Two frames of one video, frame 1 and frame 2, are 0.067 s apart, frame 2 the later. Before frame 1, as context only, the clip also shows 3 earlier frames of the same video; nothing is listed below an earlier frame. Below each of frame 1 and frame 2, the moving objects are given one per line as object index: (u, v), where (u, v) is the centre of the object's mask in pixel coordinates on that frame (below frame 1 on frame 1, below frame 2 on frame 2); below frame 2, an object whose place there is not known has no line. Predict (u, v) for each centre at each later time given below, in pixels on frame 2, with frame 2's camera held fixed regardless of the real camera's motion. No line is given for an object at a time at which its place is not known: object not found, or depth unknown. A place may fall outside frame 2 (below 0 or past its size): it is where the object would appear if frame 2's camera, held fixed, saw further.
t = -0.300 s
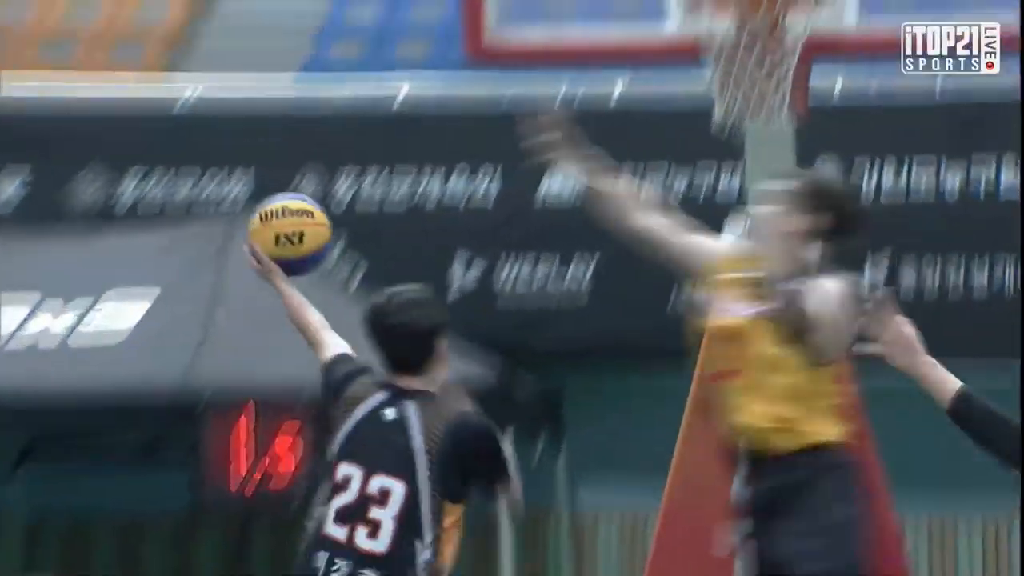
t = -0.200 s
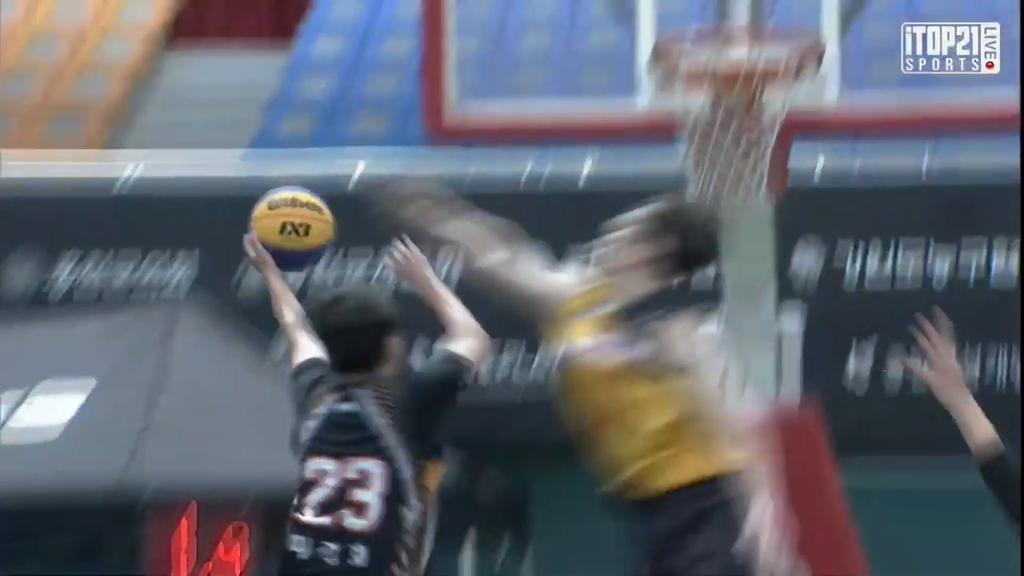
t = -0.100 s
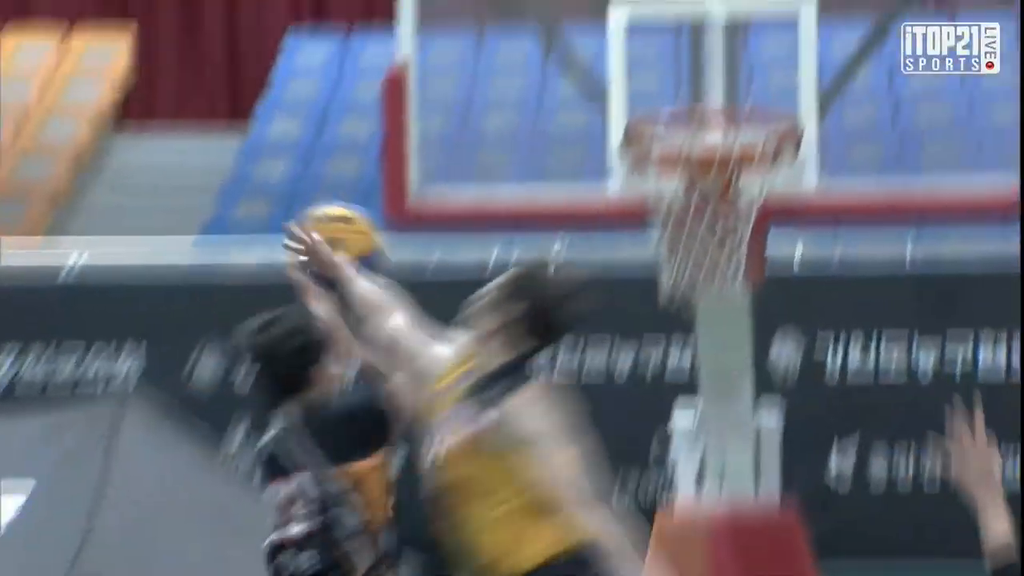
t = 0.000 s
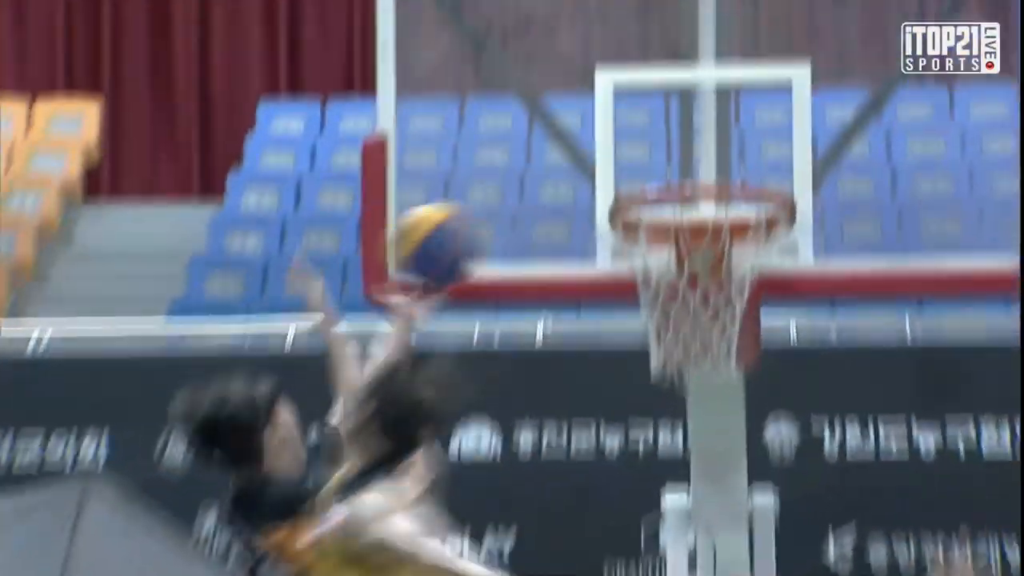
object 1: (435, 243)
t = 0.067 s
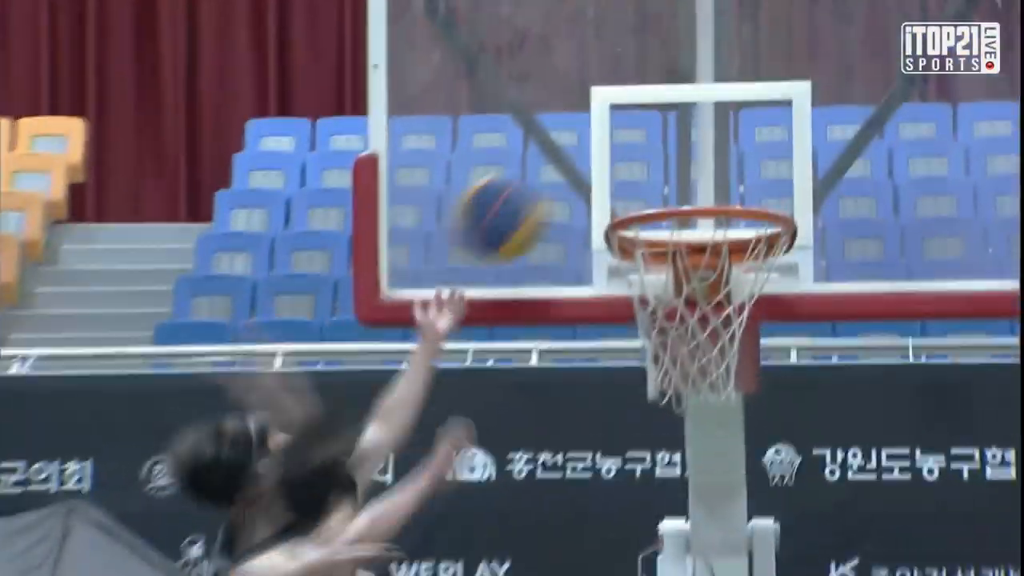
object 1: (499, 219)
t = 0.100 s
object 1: (533, 202)
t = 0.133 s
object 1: (570, 185)
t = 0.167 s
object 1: (592, 170)
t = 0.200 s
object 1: (609, 156)
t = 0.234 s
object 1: (628, 146)
